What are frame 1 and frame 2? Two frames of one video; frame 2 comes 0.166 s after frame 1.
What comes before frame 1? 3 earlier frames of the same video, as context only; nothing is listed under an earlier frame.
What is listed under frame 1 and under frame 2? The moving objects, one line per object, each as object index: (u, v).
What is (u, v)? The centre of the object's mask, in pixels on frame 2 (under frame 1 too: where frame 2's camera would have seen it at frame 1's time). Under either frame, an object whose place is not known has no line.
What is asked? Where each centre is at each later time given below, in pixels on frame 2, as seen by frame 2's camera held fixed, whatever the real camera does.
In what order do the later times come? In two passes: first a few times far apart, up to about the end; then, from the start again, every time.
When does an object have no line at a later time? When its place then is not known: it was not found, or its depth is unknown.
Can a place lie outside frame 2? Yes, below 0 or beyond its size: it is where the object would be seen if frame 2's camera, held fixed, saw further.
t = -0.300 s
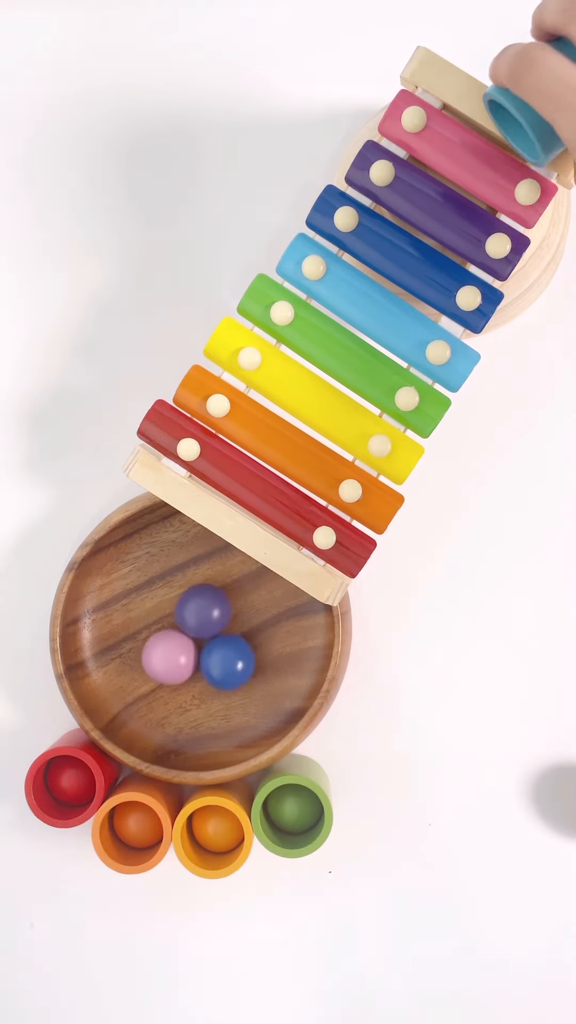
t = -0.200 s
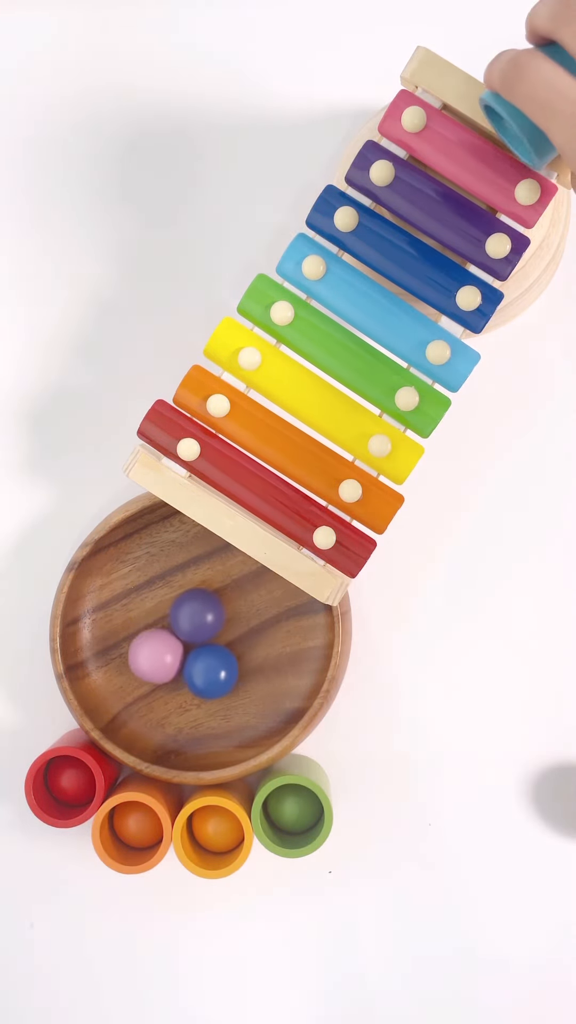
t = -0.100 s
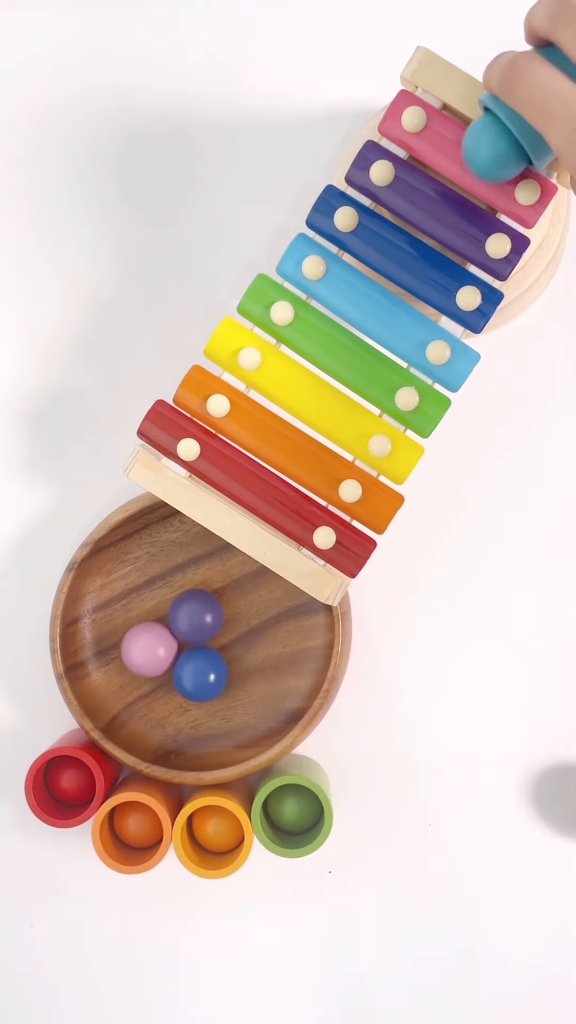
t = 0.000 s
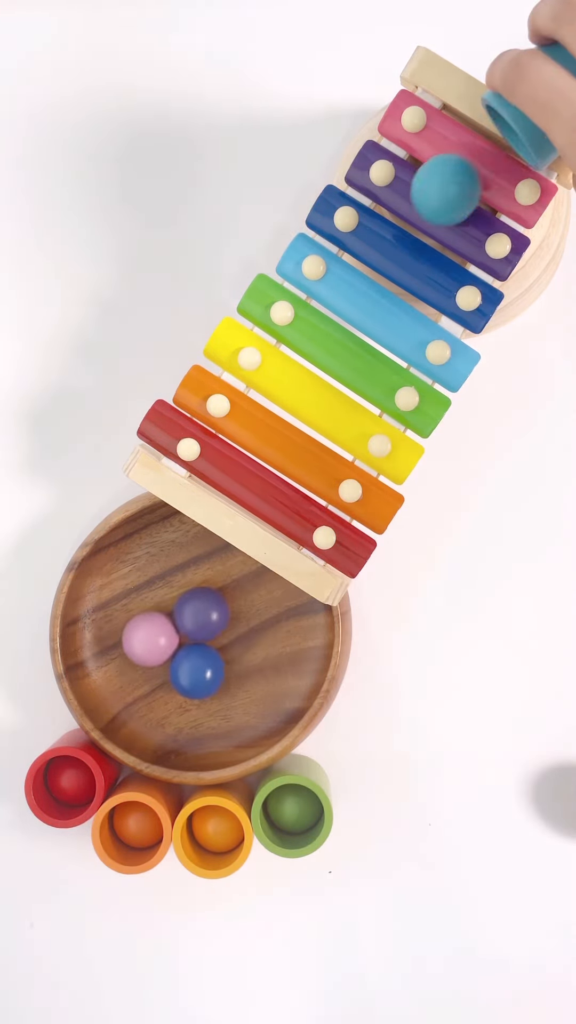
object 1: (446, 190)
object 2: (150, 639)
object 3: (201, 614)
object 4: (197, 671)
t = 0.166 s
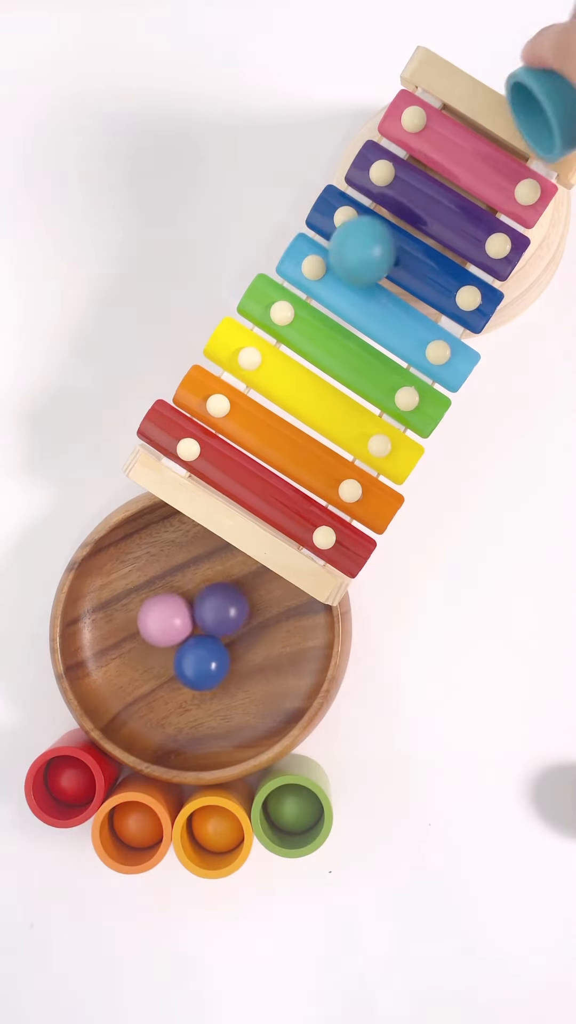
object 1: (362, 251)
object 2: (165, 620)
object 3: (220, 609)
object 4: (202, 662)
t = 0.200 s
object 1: (346, 264)
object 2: (169, 616)
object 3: (225, 608)
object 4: (203, 661)
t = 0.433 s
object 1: (298, 378)
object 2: (189, 601)
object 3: (243, 616)
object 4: (202, 655)
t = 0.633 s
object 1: (262, 480)
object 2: (189, 598)
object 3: (235, 629)
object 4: (182, 654)
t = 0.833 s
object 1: (222, 592)
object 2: (181, 603)
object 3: (219, 648)
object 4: (163, 653)
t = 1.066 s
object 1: (295, 666)
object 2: (105, 602)
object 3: (201, 657)
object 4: (149, 691)
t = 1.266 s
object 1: (221, 680)
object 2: (132, 619)
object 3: (203, 625)
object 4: (156, 675)
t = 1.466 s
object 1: (204, 682)
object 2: (134, 586)
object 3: (235, 584)
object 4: (155, 652)
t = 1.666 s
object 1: (216, 658)
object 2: (166, 562)
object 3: (233, 576)
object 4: (178, 616)
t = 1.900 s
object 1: (237, 641)
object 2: (202, 552)
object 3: (250, 586)
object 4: (182, 627)
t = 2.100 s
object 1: (233, 654)
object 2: (218, 566)
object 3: (259, 603)
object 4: (180, 635)
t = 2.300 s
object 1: (219, 664)
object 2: (210, 590)
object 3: (257, 621)
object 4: (172, 635)
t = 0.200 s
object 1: (346, 264)
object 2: (169, 616)
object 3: (225, 608)
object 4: (203, 661)
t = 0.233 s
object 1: (337, 275)
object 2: (173, 613)
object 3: (229, 609)
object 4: (204, 660)
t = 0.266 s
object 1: (330, 292)
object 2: (176, 611)
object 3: (232, 609)
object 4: (205, 658)
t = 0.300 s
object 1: (323, 313)
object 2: (179, 608)
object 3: (235, 610)
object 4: (205, 658)
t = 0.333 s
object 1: (318, 328)
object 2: (183, 606)
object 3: (238, 611)
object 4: (205, 657)
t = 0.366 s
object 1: (312, 344)
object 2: (185, 604)
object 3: (240, 613)
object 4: (204, 656)
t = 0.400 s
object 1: (304, 363)
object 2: (188, 602)
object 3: (242, 614)
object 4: (203, 656)
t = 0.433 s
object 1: (298, 378)
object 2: (189, 601)
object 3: (243, 616)
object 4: (202, 655)
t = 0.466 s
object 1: (292, 393)
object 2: (190, 600)
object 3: (243, 618)
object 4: (199, 655)
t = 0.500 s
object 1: (286, 411)
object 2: (190, 599)
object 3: (243, 619)
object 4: (197, 655)
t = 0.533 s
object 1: (279, 429)
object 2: (190, 599)
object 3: (242, 621)
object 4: (194, 655)
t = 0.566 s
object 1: (274, 444)
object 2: (190, 599)
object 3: (240, 624)
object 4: (190, 655)
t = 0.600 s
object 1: (269, 461)
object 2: (189, 598)
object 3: (238, 626)
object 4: (186, 655)
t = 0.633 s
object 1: (262, 480)
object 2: (189, 598)
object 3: (235, 629)
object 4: (182, 654)
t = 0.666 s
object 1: (257, 496)
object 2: (188, 598)
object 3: (231, 633)
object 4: (178, 653)
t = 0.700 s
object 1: (251, 514)
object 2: (187, 598)
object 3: (228, 636)
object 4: (174, 653)
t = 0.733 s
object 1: (244, 533)
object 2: (187, 599)
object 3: (225, 639)
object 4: (171, 653)
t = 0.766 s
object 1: (235, 554)
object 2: (187, 600)
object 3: (223, 642)
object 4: (168, 653)
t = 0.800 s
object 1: (228, 574)
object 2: (185, 602)
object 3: (221, 645)
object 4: (165, 653)
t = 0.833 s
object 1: (222, 592)
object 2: (181, 603)
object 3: (219, 648)
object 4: (163, 653)
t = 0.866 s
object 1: (231, 608)
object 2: (178, 602)
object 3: (217, 653)
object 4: (159, 656)
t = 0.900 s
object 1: (260, 619)
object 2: (162, 600)
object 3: (215, 652)
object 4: (153, 665)
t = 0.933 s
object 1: (279, 631)
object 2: (148, 599)
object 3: (212, 654)
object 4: (149, 672)
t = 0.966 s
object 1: (293, 645)
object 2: (134, 599)
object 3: (209, 656)
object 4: (147, 679)
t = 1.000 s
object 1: (304, 656)
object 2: (122, 599)
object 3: (206, 657)
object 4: (146, 685)
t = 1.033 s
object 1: (302, 663)
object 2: (112, 600)
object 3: (203, 657)
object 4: (147, 689)
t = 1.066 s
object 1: (295, 666)
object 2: (105, 602)
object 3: (201, 657)
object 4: (149, 691)
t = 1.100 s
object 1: (281, 668)
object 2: (104, 604)
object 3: (198, 655)
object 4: (152, 691)
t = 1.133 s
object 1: (266, 670)
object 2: (108, 608)
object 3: (198, 652)
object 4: (153, 690)
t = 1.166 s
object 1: (252, 672)
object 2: (117, 612)
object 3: (197, 647)
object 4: (155, 687)
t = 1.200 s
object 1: (241, 675)
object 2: (127, 617)
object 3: (193, 639)
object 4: (156, 684)
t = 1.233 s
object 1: (231, 678)
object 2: (133, 619)
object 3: (194, 631)
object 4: (156, 681)
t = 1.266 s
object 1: (221, 680)
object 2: (132, 619)
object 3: (203, 625)
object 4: (156, 675)
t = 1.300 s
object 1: (212, 683)
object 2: (132, 618)
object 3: (209, 617)
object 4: (156, 670)
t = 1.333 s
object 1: (209, 685)
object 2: (130, 610)
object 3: (216, 608)
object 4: (155, 669)
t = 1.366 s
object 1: (207, 686)
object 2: (130, 604)
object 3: (222, 600)
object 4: (154, 666)
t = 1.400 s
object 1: (205, 686)
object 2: (130, 597)
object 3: (227, 594)
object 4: (154, 663)
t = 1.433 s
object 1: (204, 685)
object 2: (131, 591)
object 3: (231, 588)
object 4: (154, 658)
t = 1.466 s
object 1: (204, 682)
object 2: (134, 586)
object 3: (235, 584)
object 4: (155, 652)
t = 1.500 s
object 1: (204, 679)
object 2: (138, 581)
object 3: (238, 580)
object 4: (158, 646)
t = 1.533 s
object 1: (205, 675)
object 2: (142, 578)
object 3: (239, 578)
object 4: (160, 639)
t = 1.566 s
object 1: (206, 670)
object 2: (148, 575)
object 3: (239, 577)
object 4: (164, 632)
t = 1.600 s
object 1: (208, 665)
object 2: (154, 571)
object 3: (237, 576)
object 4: (167, 625)
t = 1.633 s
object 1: (213, 662)
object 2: (160, 567)
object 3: (235, 575)
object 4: (172, 620)
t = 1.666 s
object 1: (216, 658)
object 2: (166, 562)
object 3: (233, 576)
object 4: (178, 616)
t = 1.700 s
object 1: (221, 654)
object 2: (173, 558)
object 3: (230, 577)
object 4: (184, 613)
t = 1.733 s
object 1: (226, 651)
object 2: (179, 555)
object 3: (233, 577)
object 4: (183, 615)
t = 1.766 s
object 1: (230, 648)
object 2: (186, 553)
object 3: (236, 578)
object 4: (183, 616)
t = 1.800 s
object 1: (233, 644)
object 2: (191, 551)
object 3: (240, 580)
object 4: (183, 619)
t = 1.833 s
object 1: (235, 641)
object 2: (196, 551)
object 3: (243, 582)
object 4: (182, 621)
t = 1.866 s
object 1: (236, 640)
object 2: (200, 551)
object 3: (246, 583)
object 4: (182, 624)
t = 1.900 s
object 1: (237, 641)
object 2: (202, 552)
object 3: (250, 586)
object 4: (182, 627)
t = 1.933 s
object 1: (237, 642)
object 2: (205, 553)
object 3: (253, 588)
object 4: (182, 629)
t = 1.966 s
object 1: (237, 643)
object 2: (209, 555)
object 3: (254, 590)
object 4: (182, 631)
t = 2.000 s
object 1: (236, 645)
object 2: (212, 557)
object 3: (256, 592)
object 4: (181, 633)
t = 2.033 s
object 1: (236, 648)
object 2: (215, 560)
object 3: (257, 595)
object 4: (181, 634)
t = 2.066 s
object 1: (234, 651)
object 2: (216, 563)
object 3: (259, 599)
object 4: (180, 635)
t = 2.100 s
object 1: (233, 654)
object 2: (218, 566)
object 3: (259, 603)
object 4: (180, 635)
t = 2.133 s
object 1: (231, 656)
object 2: (219, 569)
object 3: (260, 607)
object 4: (179, 636)
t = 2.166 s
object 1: (229, 658)
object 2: (219, 573)
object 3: (260, 611)
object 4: (178, 635)
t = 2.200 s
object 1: (227, 660)
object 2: (217, 578)
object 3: (259, 614)
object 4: (178, 635)
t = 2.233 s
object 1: (225, 662)
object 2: (215, 583)
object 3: (259, 617)
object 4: (177, 634)
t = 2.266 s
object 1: (222, 663)
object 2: (211, 589)
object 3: (258, 620)
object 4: (176, 633)
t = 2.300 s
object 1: (219, 664)
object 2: (210, 590)
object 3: (257, 621)
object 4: (172, 635)
